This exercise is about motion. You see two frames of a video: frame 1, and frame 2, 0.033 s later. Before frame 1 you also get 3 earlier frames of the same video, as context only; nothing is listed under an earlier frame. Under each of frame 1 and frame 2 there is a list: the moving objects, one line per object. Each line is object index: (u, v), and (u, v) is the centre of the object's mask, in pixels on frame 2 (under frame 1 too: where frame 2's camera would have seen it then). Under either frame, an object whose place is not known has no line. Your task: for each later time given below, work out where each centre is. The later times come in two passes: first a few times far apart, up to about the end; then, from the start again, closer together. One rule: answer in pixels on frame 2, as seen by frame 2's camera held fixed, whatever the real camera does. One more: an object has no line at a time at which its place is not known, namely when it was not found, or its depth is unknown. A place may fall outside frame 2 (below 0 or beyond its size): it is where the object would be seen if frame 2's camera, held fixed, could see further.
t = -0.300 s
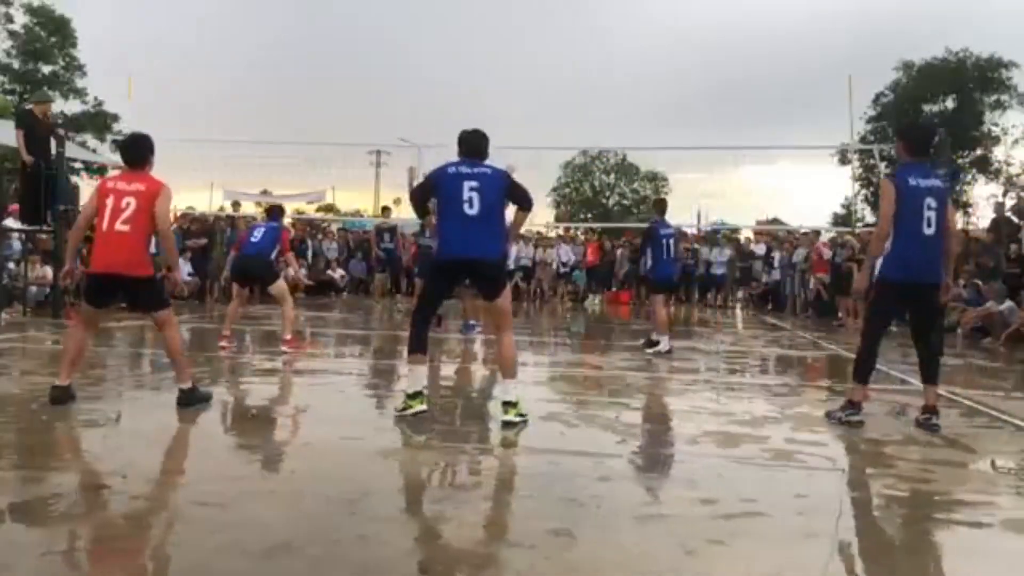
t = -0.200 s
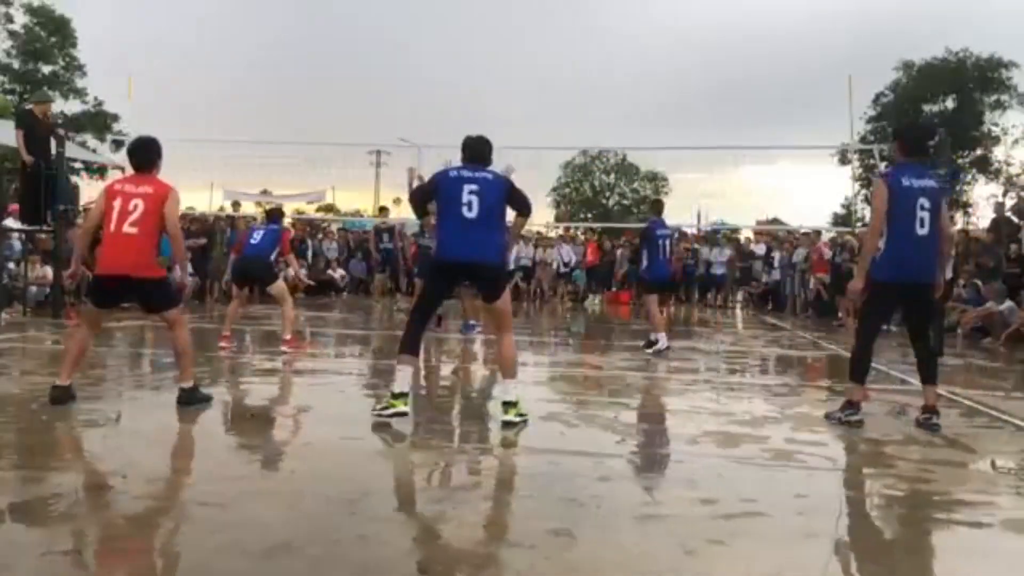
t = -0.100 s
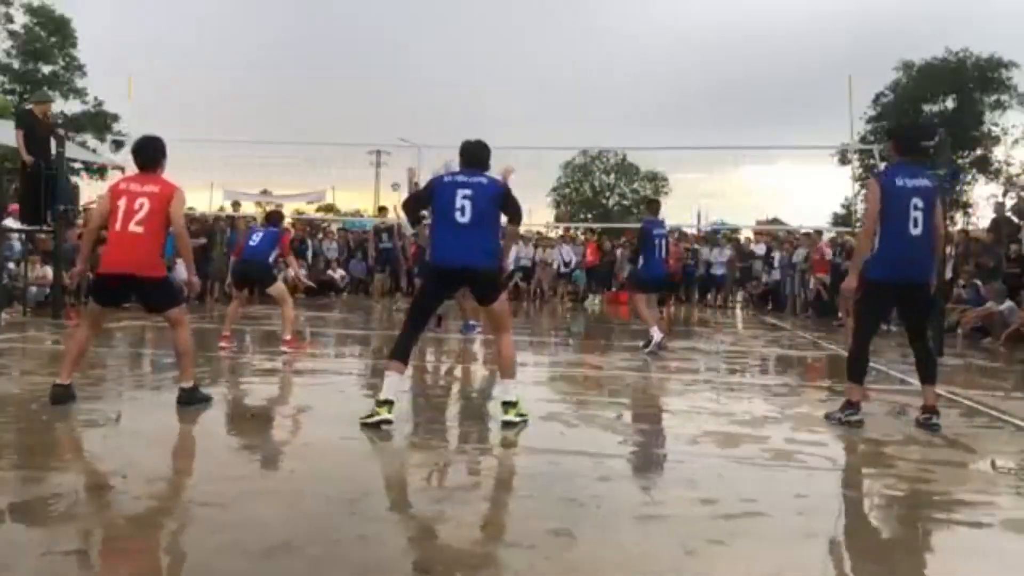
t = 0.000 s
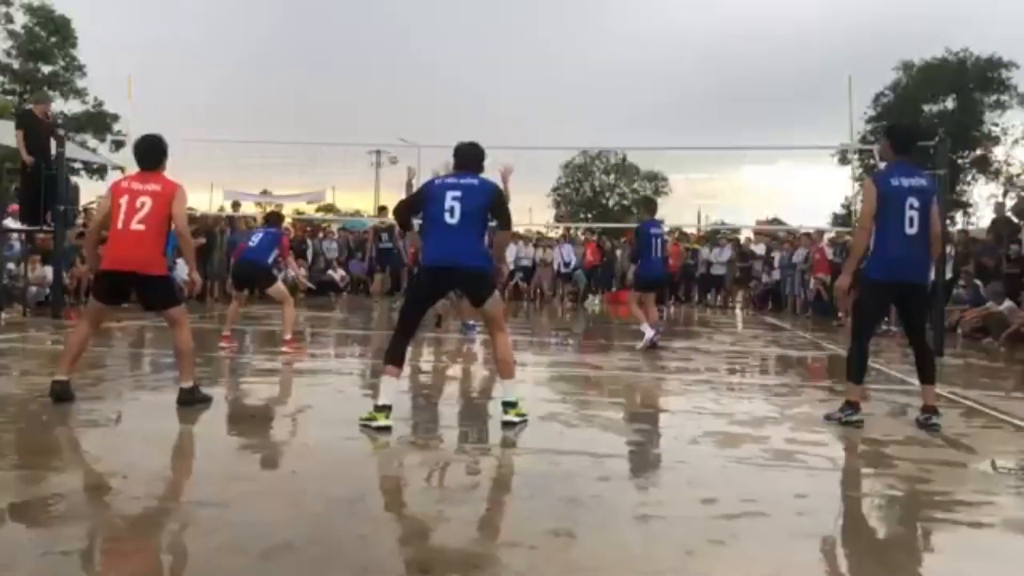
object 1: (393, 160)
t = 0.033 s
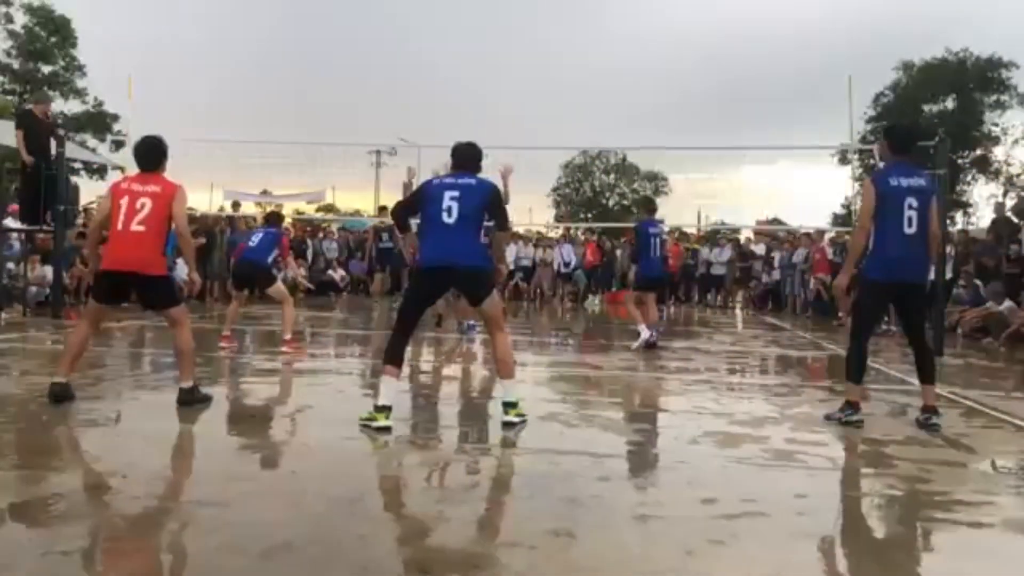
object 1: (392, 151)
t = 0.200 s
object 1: (386, 112)
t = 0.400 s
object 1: (376, 75)
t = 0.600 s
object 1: (364, 55)
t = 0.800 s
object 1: (350, 62)
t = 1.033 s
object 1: (327, 135)
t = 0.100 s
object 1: (390, 135)
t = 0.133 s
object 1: (389, 127)
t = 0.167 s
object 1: (388, 119)
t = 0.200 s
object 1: (386, 112)
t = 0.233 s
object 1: (385, 106)
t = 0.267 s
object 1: (383, 99)
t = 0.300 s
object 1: (381, 93)
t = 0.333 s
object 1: (380, 87)
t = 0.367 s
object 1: (378, 81)
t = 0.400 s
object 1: (376, 75)
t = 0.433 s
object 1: (374, 71)
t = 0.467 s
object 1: (372, 67)
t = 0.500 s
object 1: (371, 63)
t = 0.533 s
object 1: (368, 60)
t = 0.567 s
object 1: (367, 58)
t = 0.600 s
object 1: (364, 55)
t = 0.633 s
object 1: (362, 55)
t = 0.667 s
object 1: (360, 54)
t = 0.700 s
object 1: (357, 54)
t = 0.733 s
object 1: (355, 56)
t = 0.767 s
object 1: (352, 58)
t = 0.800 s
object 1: (350, 62)
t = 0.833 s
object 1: (347, 67)
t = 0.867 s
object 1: (344, 74)
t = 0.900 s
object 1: (341, 82)
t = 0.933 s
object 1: (337, 93)
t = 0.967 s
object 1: (335, 105)
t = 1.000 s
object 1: (331, 118)
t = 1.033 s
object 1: (327, 135)
